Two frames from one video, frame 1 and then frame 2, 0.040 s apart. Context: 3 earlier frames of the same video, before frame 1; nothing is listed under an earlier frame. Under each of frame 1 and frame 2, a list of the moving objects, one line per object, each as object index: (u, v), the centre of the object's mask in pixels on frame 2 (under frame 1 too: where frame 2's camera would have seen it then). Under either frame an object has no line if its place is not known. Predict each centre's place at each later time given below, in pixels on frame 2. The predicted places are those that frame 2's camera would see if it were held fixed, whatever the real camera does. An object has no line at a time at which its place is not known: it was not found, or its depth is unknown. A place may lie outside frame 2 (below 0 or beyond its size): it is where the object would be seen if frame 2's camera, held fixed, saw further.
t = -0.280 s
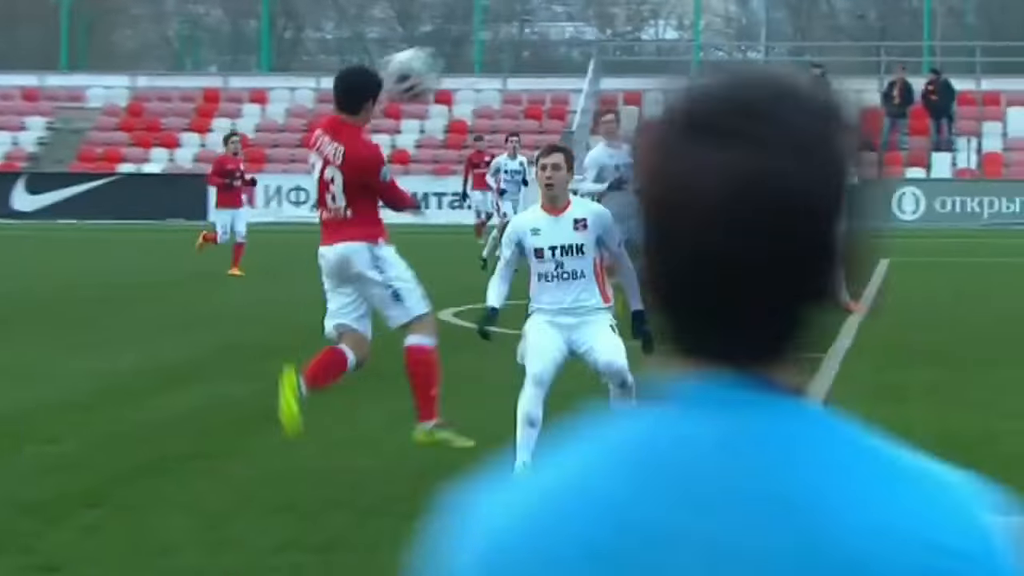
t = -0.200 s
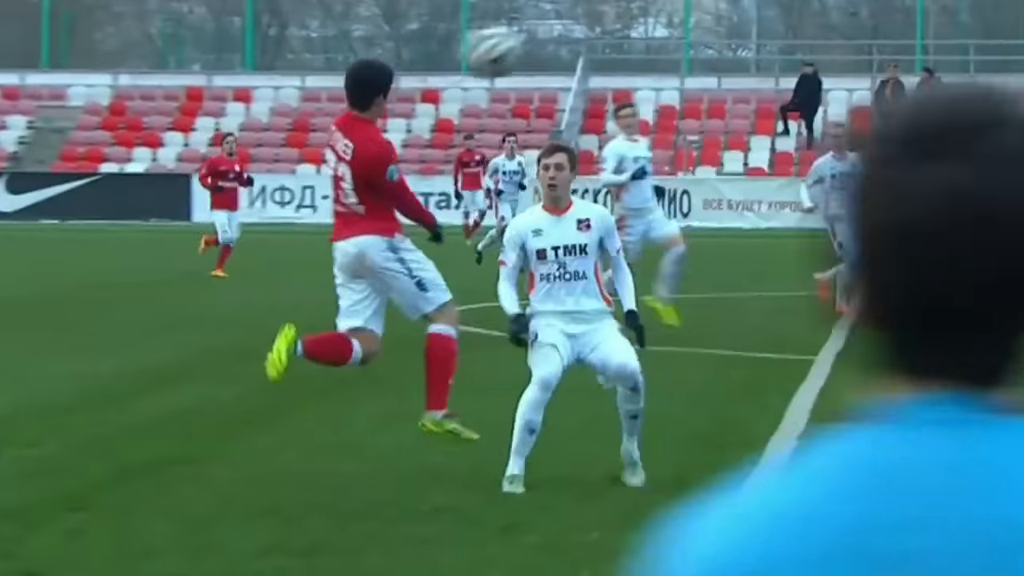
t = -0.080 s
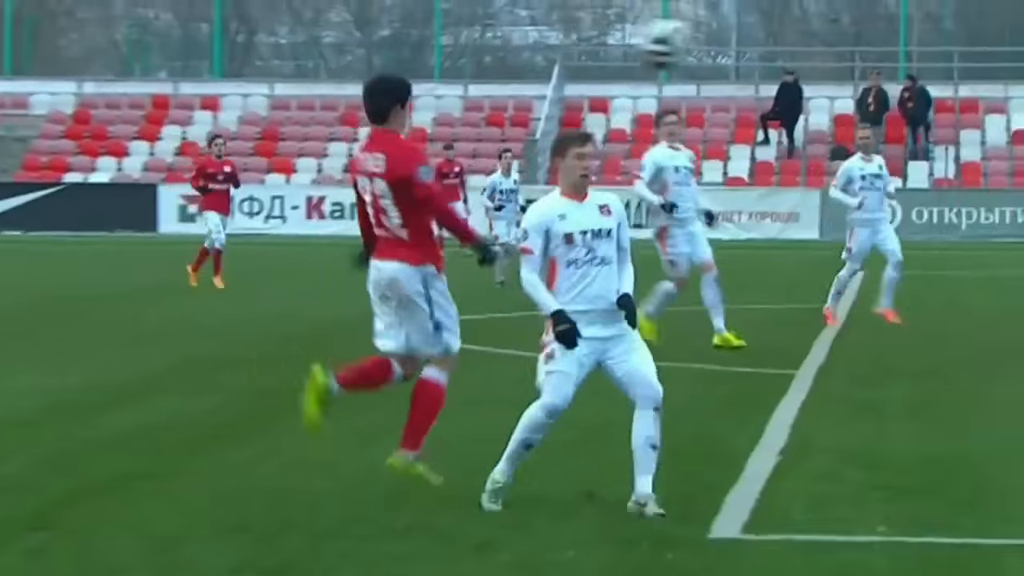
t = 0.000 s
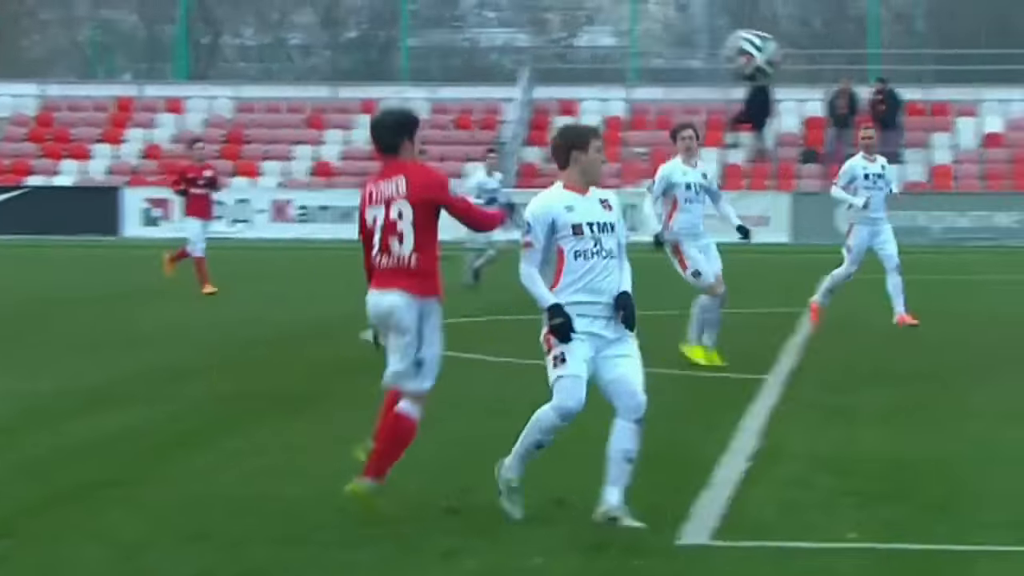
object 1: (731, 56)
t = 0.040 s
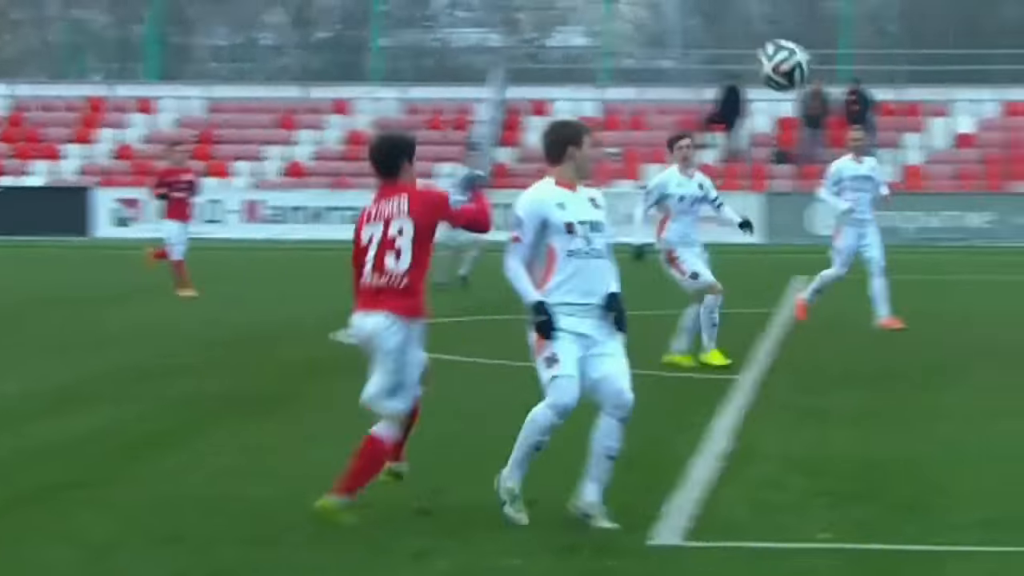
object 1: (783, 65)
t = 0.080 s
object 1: (833, 77)
